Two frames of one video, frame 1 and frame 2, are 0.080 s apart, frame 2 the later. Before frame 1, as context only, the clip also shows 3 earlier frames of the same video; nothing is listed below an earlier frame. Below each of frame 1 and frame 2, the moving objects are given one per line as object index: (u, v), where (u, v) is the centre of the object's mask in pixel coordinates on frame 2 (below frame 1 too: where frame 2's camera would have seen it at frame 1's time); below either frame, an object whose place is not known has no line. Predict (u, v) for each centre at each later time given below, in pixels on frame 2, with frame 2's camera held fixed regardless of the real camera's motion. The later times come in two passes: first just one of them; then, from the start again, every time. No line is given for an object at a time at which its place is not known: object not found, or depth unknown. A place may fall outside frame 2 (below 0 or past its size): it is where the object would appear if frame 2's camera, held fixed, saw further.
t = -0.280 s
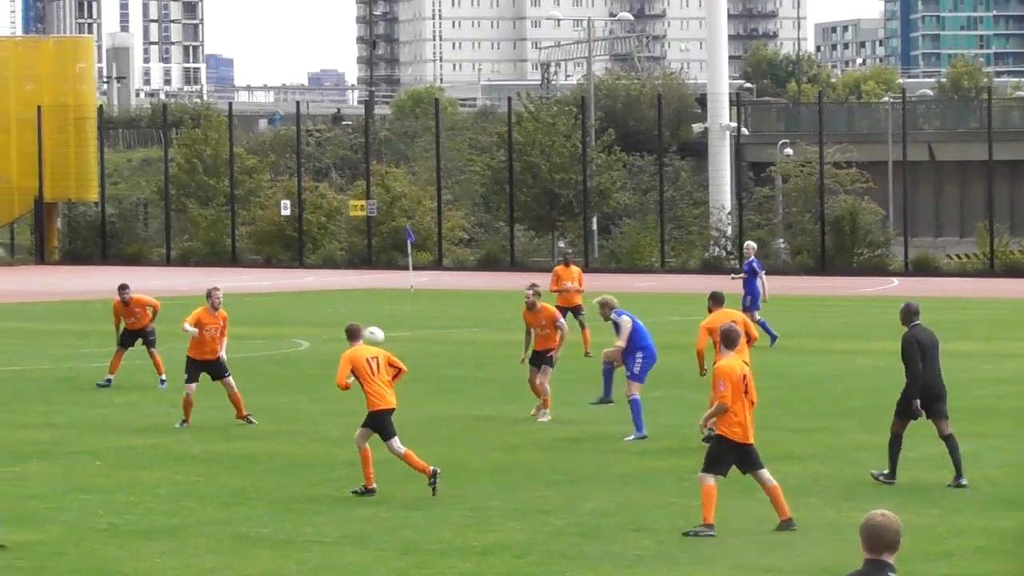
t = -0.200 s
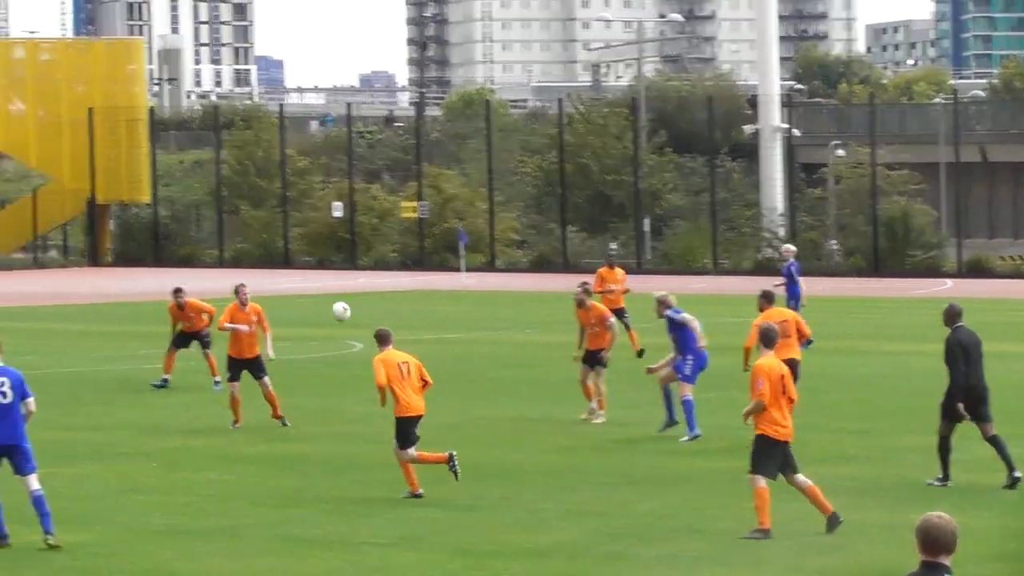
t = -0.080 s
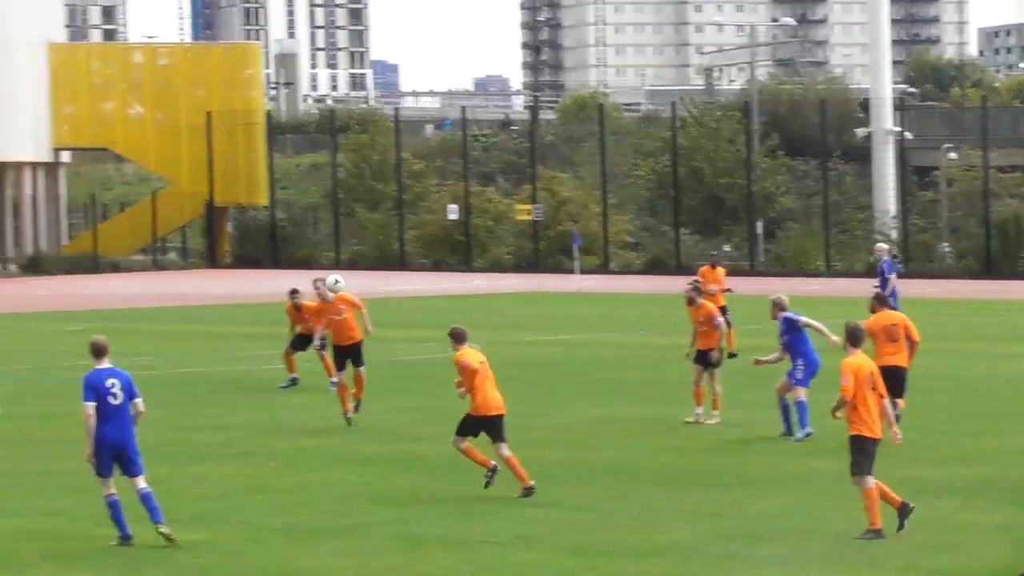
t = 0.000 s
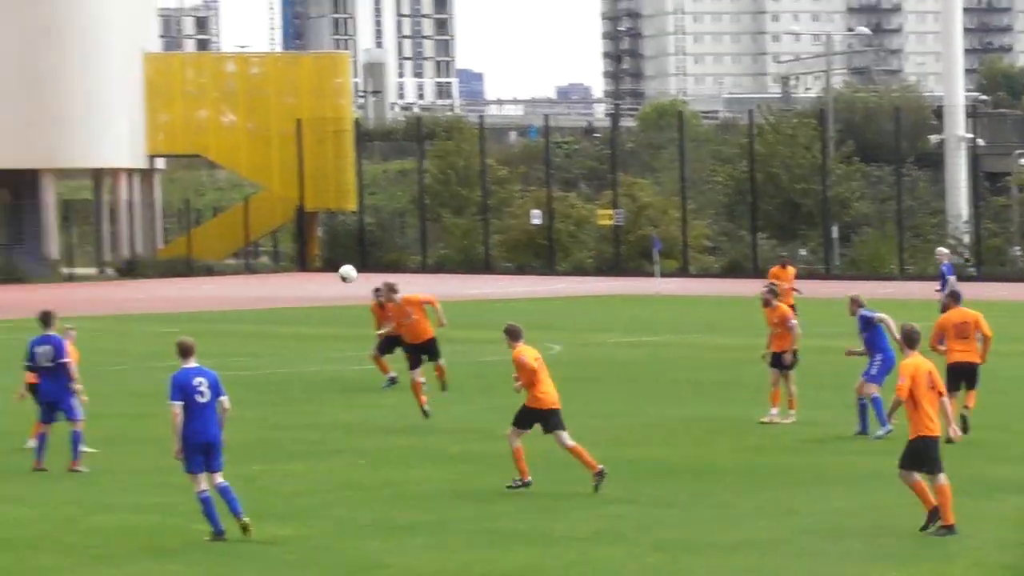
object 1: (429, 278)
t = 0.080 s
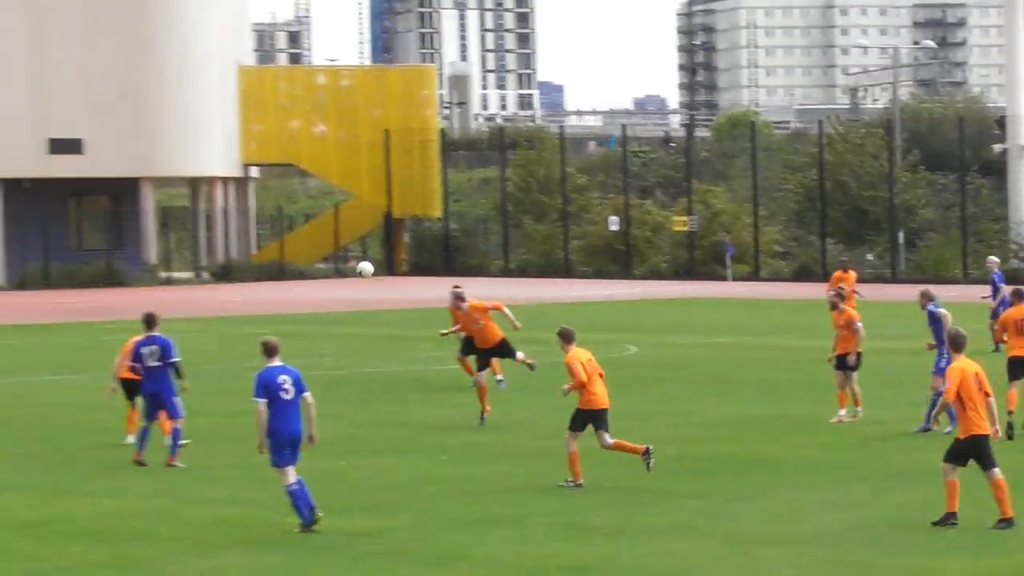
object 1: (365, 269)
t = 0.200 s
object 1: (275, 264)
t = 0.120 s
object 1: (336, 265)
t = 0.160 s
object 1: (305, 264)
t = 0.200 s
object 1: (275, 264)
